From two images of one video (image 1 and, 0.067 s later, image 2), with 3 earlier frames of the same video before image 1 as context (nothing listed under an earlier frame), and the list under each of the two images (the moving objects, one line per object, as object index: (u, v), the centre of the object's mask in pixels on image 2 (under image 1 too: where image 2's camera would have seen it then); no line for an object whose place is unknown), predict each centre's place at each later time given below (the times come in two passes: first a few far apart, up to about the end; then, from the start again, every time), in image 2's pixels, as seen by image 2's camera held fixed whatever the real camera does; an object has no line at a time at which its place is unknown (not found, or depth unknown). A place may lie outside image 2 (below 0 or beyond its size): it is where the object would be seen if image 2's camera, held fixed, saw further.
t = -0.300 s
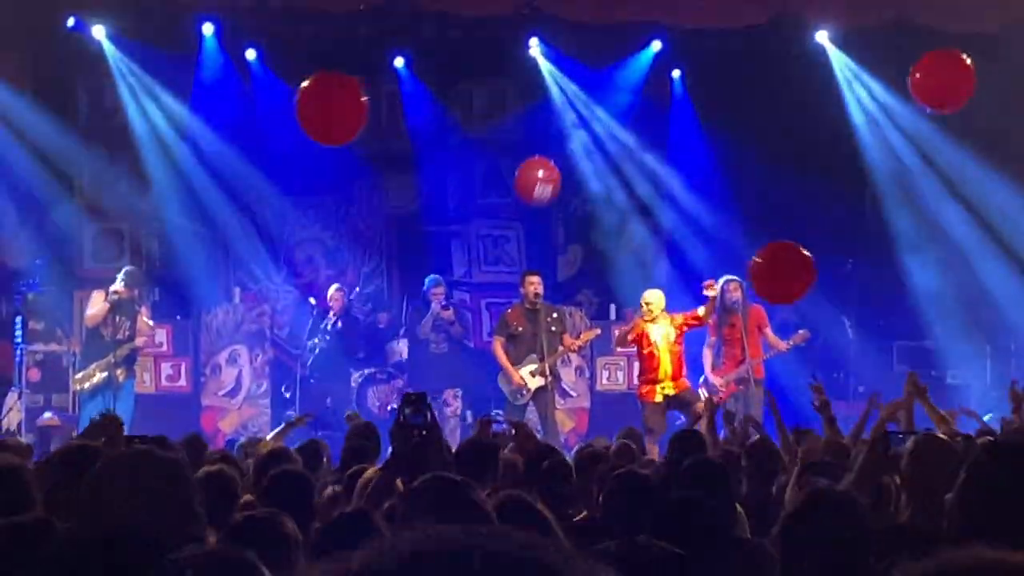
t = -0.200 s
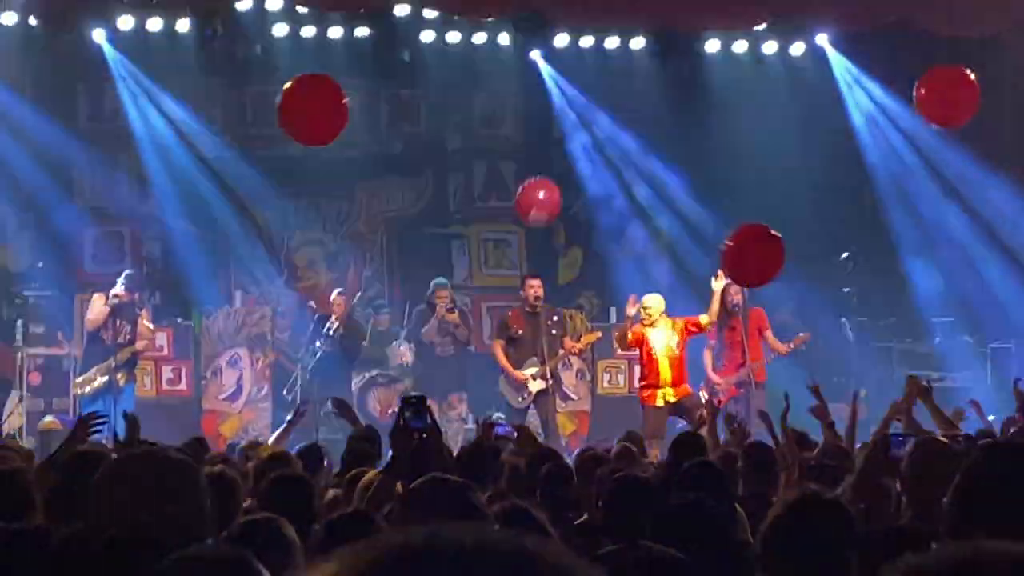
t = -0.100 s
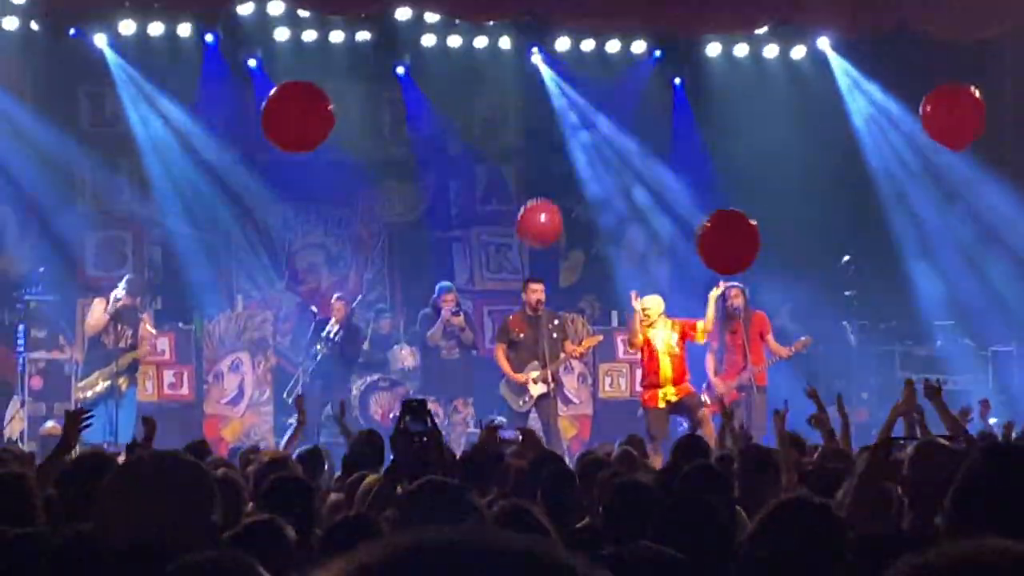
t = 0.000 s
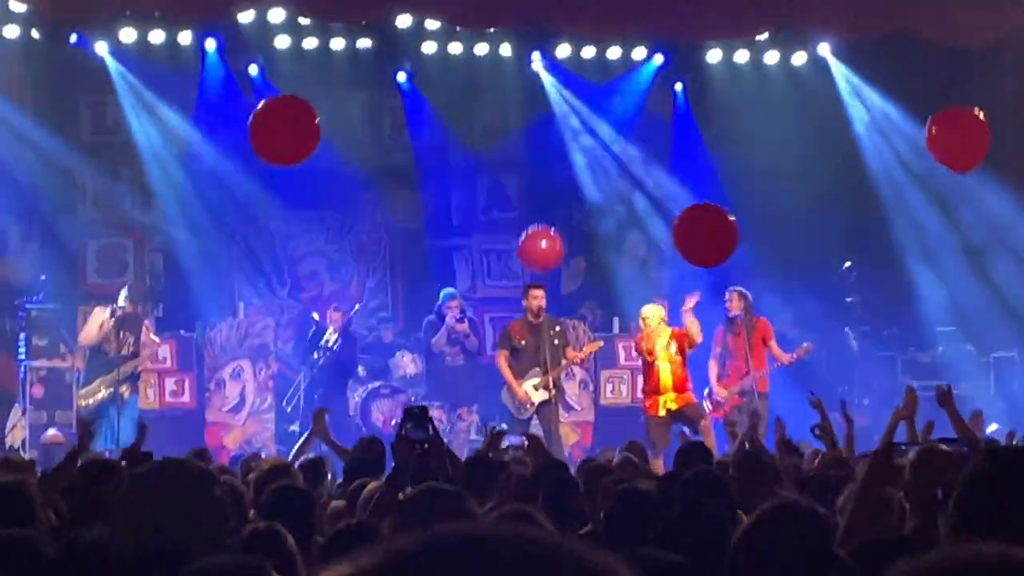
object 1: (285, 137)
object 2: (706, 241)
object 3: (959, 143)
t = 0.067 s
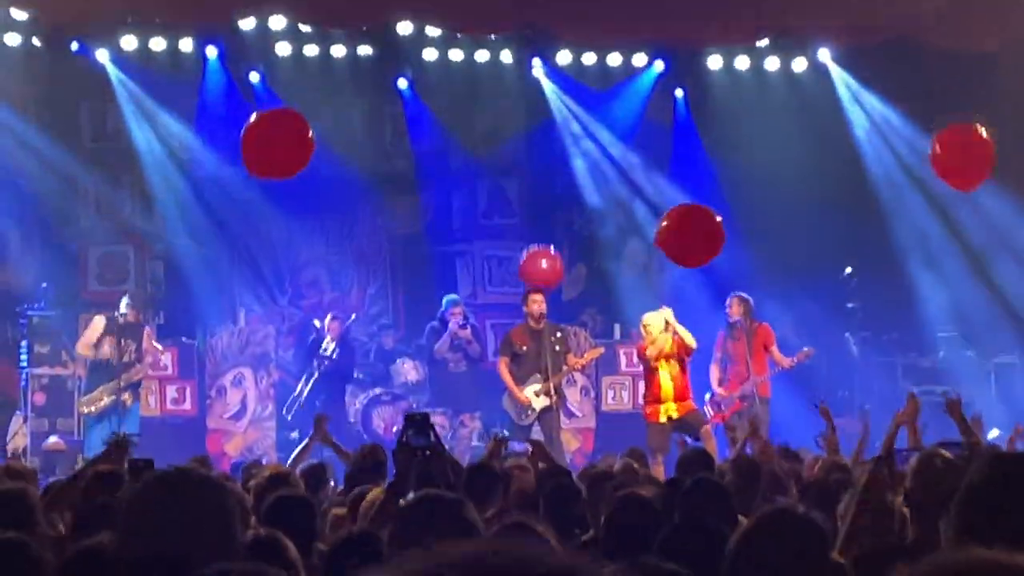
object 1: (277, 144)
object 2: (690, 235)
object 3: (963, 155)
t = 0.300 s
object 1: (252, 175)
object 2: (644, 230)
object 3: (966, 201)
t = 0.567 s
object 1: (233, 227)
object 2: (606, 242)
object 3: (960, 254)
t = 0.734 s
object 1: (227, 264)
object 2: (587, 258)
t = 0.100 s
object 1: (273, 147)
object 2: (683, 233)
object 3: (964, 161)
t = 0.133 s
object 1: (268, 151)
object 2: (676, 231)
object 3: (965, 167)
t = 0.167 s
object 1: (265, 155)
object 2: (669, 230)
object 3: (965, 174)
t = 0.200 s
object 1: (261, 160)
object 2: (662, 229)
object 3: (966, 180)
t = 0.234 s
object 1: (258, 164)
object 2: (656, 229)
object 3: (966, 187)
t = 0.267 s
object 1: (255, 170)
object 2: (650, 229)
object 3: (966, 194)
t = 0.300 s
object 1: (252, 175)
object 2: (644, 230)
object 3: (966, 201)
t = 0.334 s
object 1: (249, 181)
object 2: (639, 230)
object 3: (966, 208)
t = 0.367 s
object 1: (246, 186)
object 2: (634, 231)
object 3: (966, 215)
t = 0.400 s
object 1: (243, 193)
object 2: (629, 233)
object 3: (966, 221)
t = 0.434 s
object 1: (241, 199)
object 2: (624, 234)
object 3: (965, 228)
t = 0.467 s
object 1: (239, 205)
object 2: (619, 236)
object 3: (965, 234)
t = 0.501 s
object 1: (236, 212)
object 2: (615, 237)
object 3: (963, 241)
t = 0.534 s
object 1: (235, 219)
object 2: (610, 240)
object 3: (962, 248)
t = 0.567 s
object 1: (233, 227)
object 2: (606, 242)
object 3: (960, 254)
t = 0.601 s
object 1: (232, 234)
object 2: (602, 245)
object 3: (959, 260)
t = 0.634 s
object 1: (230, 242)
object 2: (599, 247)
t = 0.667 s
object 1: (229, 249)
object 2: (595, 250)
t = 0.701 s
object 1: (229, 256)
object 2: (591, 254)
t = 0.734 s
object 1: (227, 264)
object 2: (587, 258)
